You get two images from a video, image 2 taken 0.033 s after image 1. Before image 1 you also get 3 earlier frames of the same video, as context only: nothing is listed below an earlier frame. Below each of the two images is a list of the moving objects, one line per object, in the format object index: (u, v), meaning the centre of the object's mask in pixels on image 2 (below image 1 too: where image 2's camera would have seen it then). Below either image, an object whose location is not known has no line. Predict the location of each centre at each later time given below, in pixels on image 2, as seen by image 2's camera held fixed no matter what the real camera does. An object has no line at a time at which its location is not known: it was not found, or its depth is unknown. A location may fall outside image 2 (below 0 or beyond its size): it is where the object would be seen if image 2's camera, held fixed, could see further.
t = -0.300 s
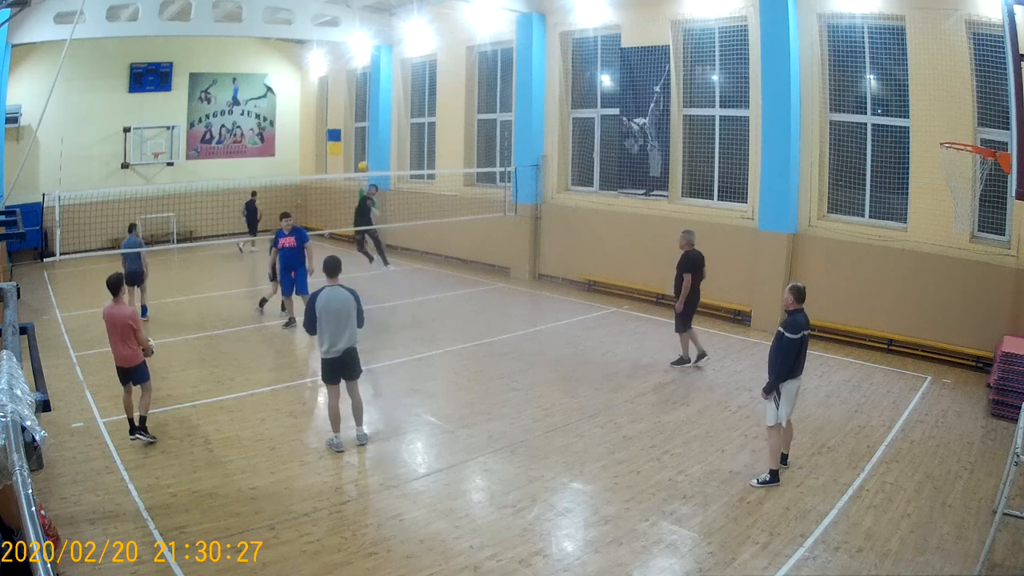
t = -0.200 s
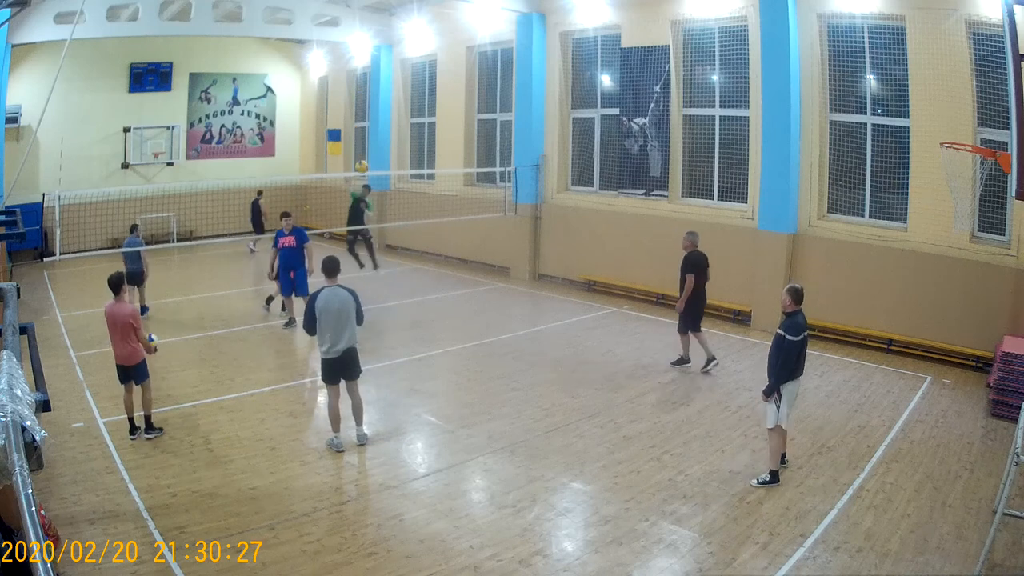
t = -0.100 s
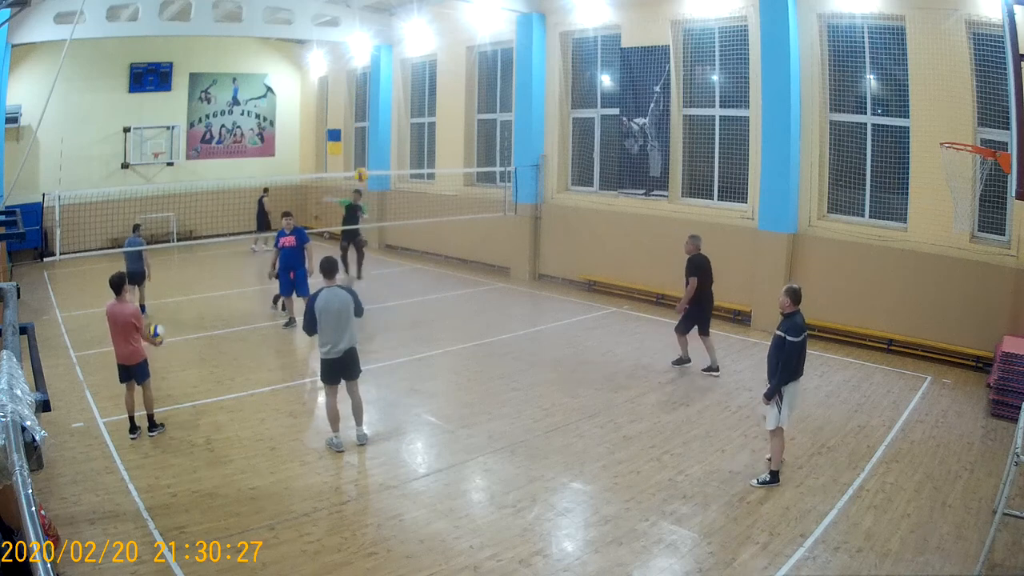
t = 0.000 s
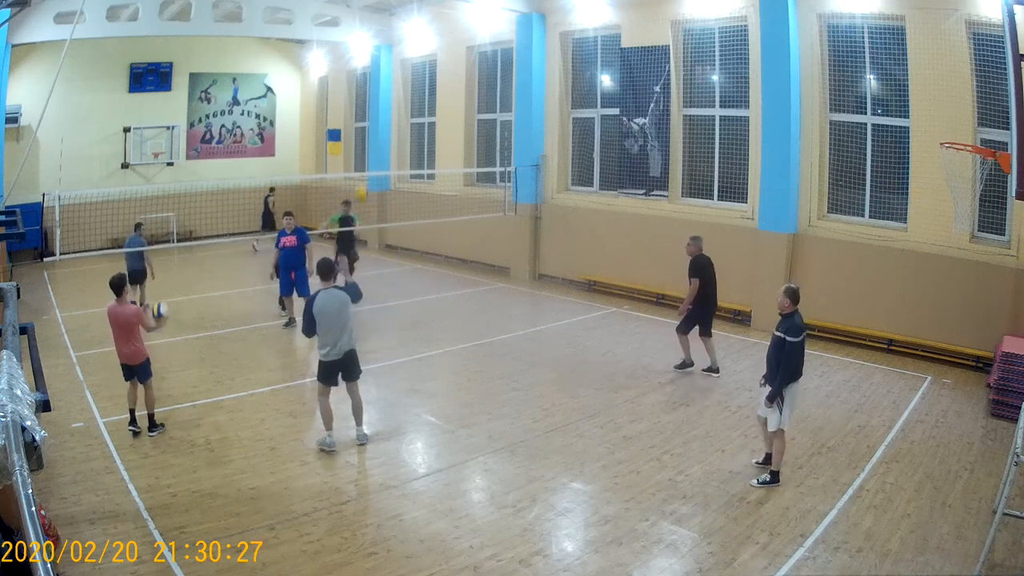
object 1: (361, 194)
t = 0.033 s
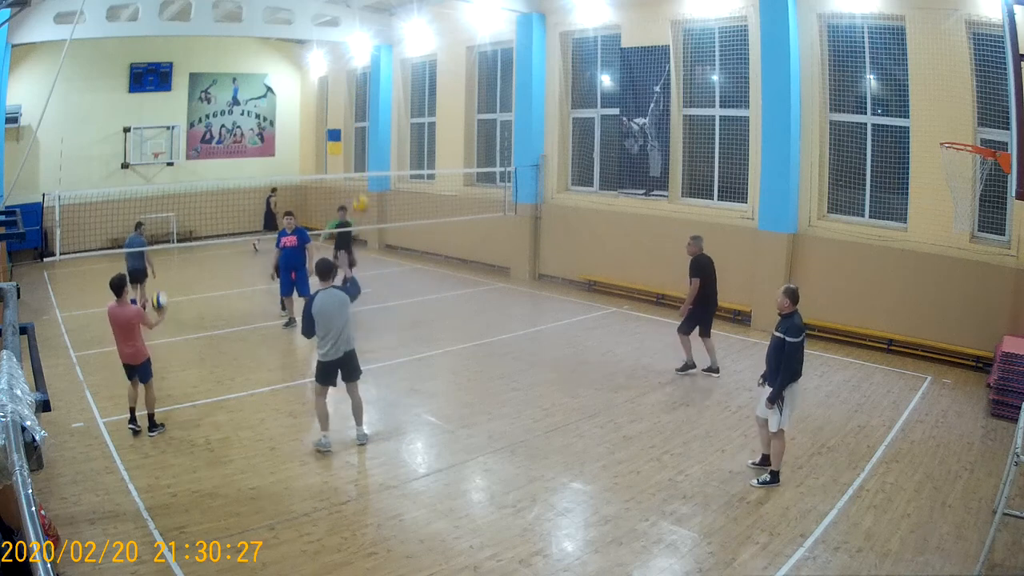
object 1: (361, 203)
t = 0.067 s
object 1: (360, 215)
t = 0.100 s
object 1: (359, 230)
